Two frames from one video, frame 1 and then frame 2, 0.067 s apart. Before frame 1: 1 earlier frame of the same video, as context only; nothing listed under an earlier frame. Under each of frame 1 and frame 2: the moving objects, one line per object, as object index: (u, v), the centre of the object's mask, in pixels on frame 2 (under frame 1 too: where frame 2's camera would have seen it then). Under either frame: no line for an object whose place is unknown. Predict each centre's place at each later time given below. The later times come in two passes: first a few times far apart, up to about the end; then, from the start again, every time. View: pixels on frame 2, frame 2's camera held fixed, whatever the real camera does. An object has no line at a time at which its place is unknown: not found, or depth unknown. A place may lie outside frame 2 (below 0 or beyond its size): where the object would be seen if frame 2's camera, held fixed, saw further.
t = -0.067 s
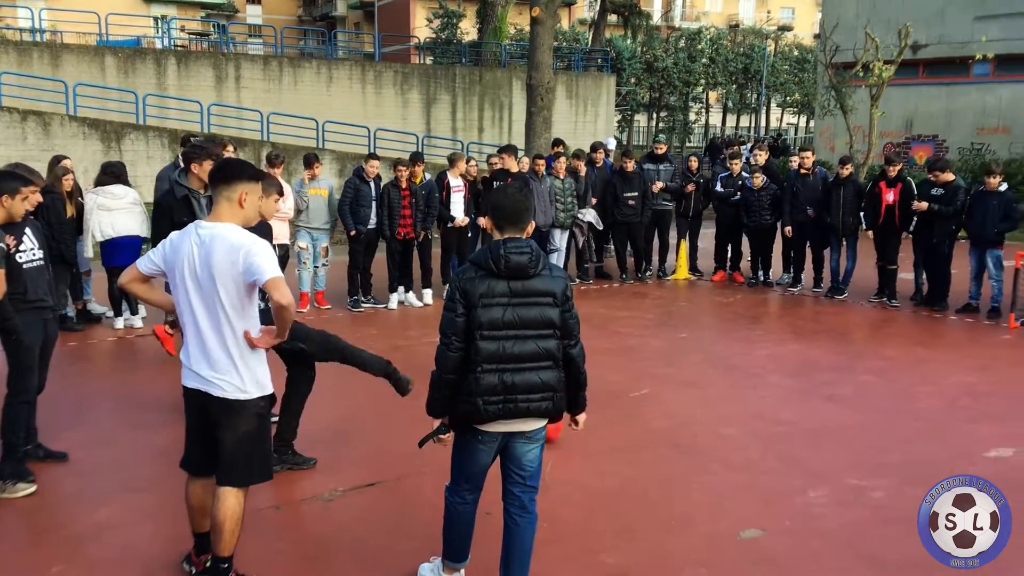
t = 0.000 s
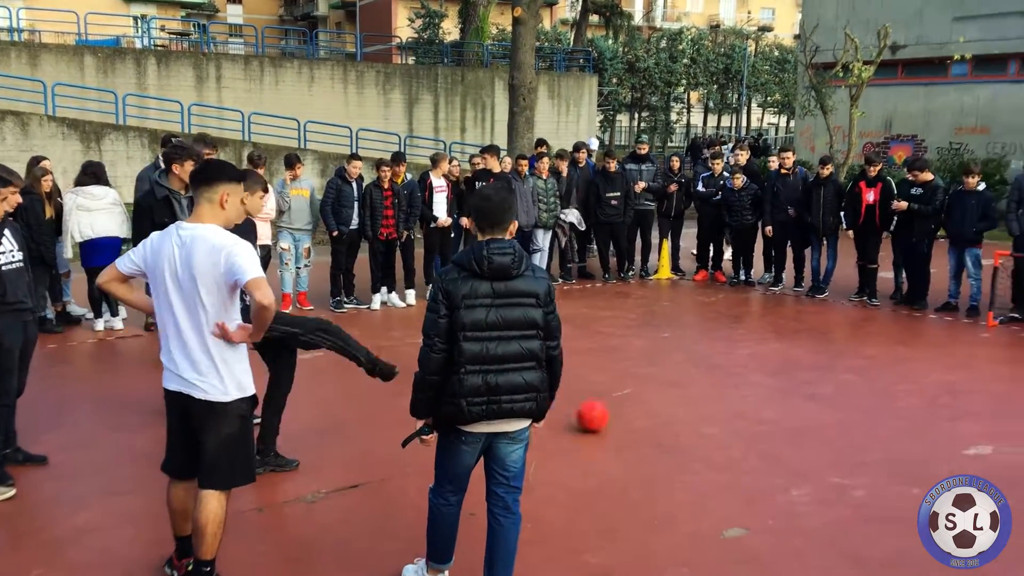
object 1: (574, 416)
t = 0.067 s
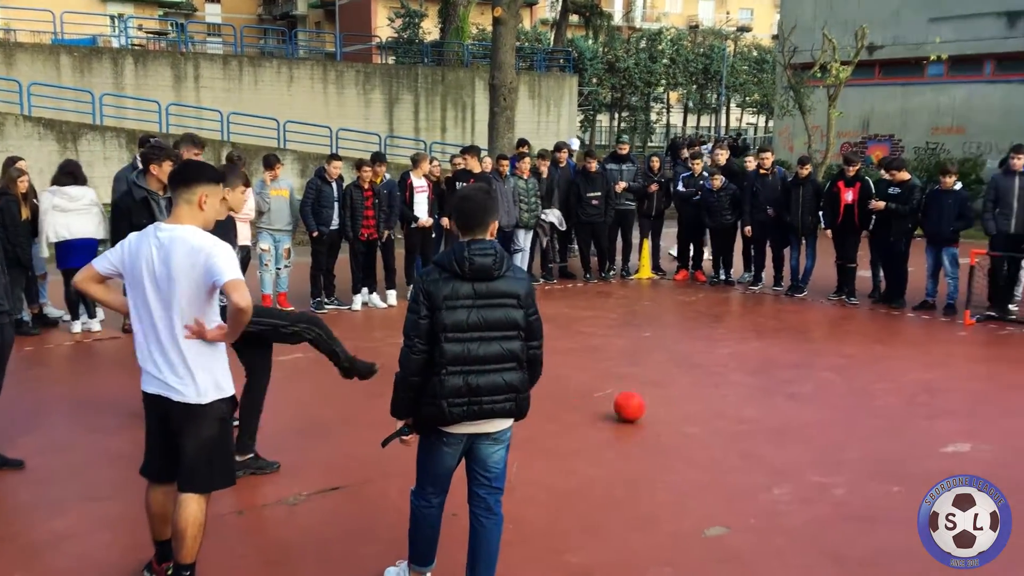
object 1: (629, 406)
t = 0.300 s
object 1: (778, 381)
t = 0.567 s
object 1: (895, 361)
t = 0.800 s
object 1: (980, 347)
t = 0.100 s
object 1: (655, 402)
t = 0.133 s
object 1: (678, 398)
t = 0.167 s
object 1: (701, 395)
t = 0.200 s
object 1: (721, 390)
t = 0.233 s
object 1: (741, 387)
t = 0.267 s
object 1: (760, 384)
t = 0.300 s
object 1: (778, 381)
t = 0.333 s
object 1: (795, 379)
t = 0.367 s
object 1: (810, 375)
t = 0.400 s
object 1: (825, 373)
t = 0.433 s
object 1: (840, 371)
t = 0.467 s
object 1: (854, 369)
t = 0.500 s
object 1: (868, 367)
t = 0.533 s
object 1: (882, 364)
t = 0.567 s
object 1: (895, 361)
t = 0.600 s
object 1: (907, 360)
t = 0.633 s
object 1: (920, 357)
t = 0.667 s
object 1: (933, 356)
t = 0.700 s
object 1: (945, 354)
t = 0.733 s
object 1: (957, 352)
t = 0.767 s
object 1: (968, 349)
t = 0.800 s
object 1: (980, 347)
